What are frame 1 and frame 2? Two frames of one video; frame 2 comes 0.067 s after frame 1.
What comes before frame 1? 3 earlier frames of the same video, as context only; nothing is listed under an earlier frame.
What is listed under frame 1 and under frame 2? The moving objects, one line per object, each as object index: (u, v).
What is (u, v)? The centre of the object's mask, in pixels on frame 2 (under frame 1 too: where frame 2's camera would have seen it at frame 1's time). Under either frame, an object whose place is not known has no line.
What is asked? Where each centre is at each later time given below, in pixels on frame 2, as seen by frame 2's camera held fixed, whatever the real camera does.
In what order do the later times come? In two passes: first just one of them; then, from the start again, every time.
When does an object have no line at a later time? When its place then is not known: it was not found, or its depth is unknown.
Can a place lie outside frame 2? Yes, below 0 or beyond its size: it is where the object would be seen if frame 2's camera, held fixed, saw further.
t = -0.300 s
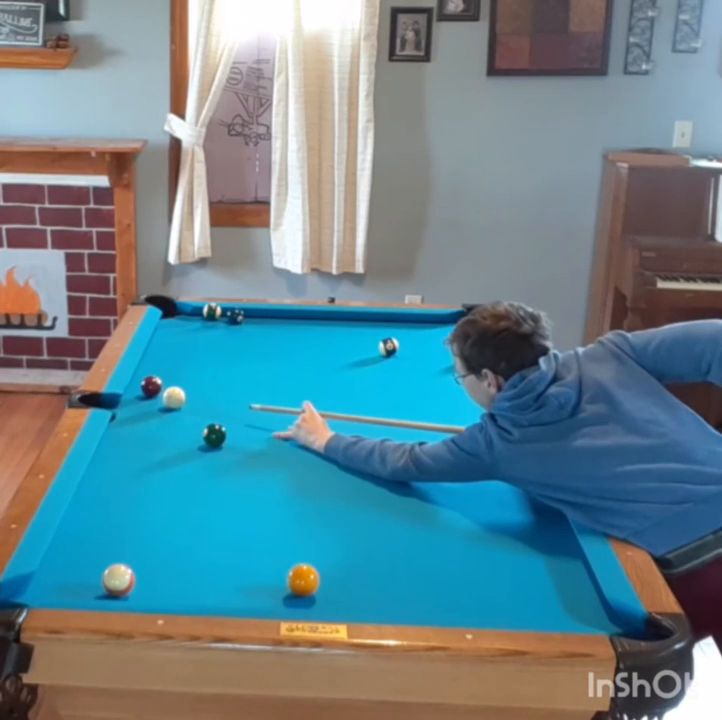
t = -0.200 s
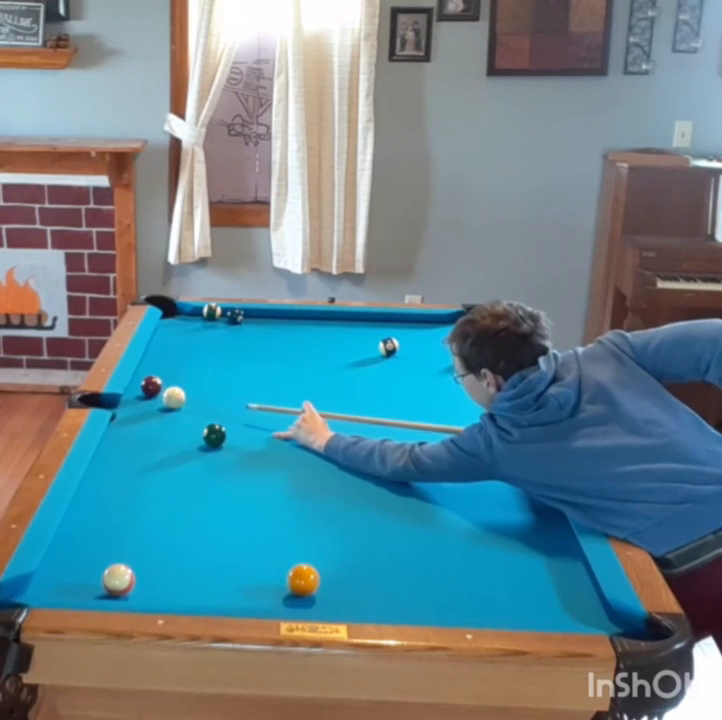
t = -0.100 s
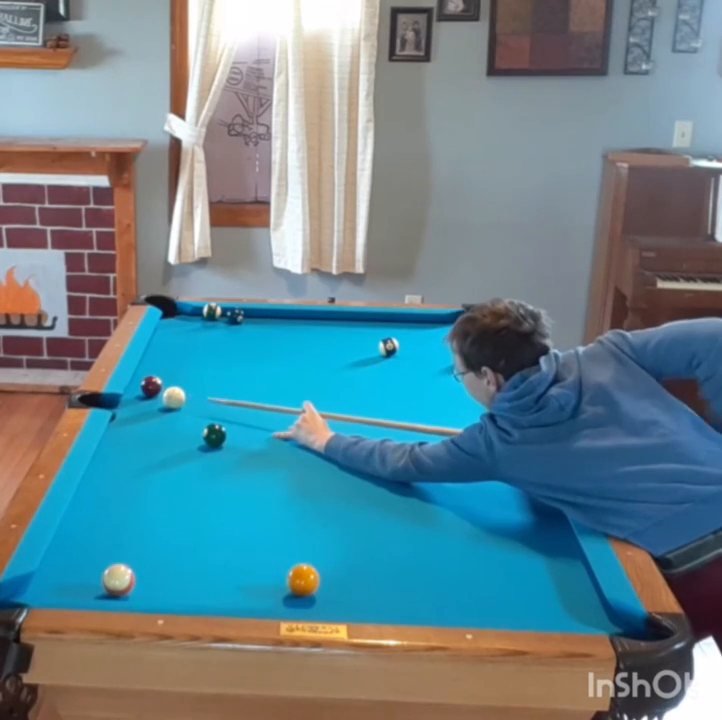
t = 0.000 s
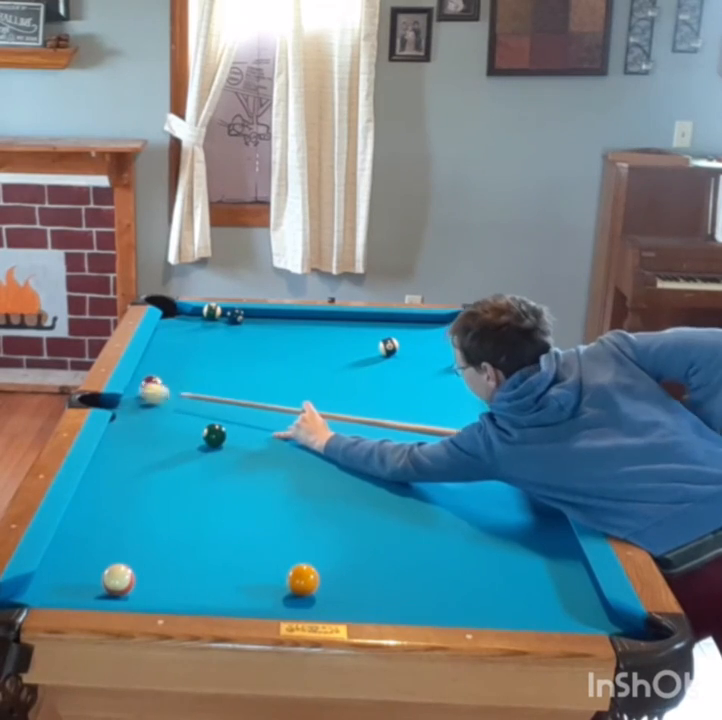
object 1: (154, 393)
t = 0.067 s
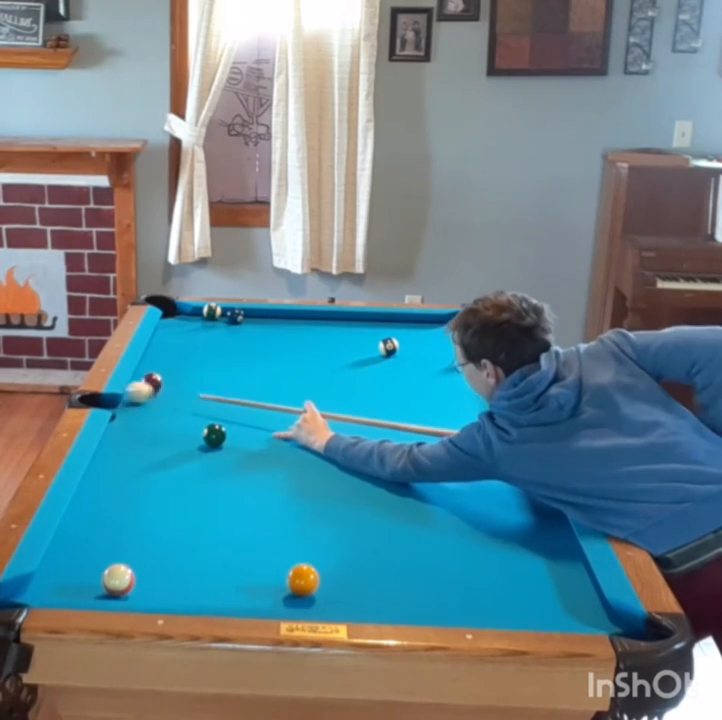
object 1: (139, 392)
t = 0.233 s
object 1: (177, 393)
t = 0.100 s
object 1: (148, 393)
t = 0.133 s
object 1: (156, 393)
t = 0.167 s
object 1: (163, 392)
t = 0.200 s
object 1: (170, 392)
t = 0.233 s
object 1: (177, 393)
